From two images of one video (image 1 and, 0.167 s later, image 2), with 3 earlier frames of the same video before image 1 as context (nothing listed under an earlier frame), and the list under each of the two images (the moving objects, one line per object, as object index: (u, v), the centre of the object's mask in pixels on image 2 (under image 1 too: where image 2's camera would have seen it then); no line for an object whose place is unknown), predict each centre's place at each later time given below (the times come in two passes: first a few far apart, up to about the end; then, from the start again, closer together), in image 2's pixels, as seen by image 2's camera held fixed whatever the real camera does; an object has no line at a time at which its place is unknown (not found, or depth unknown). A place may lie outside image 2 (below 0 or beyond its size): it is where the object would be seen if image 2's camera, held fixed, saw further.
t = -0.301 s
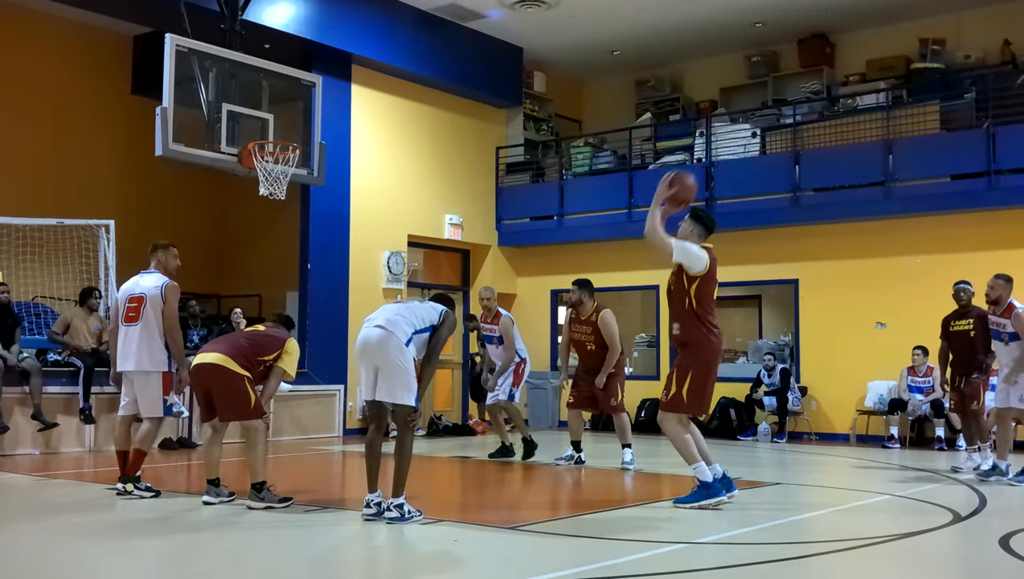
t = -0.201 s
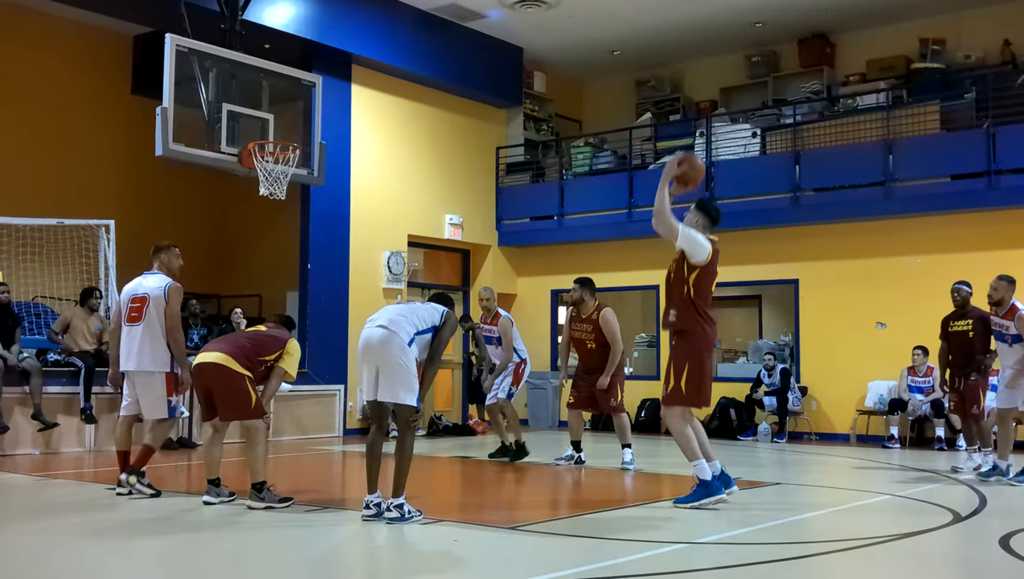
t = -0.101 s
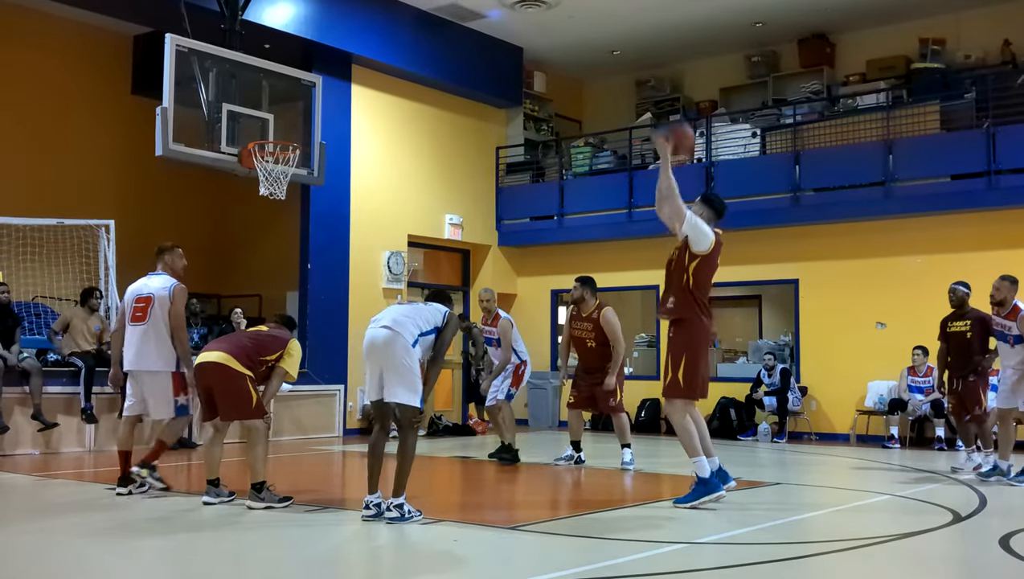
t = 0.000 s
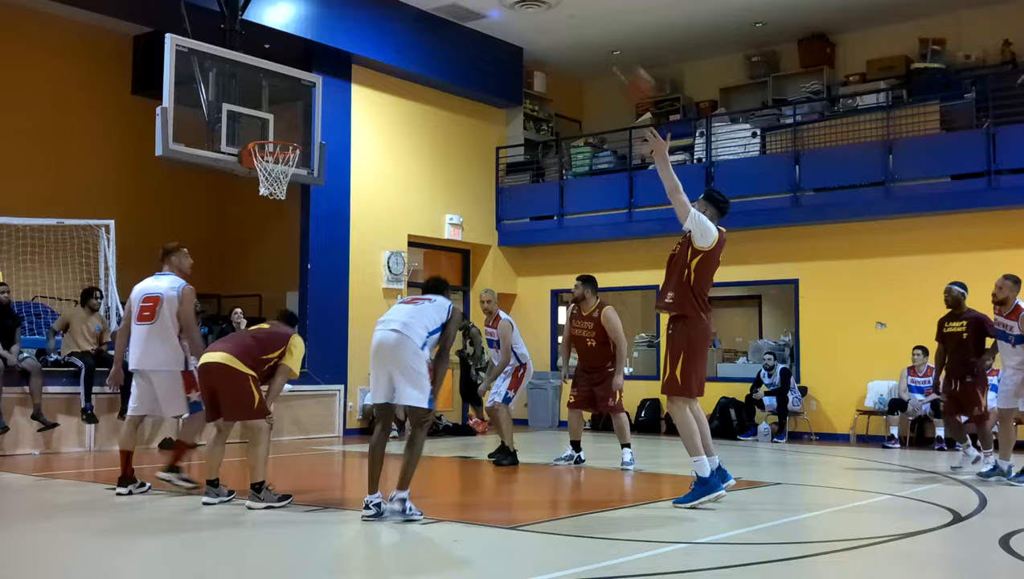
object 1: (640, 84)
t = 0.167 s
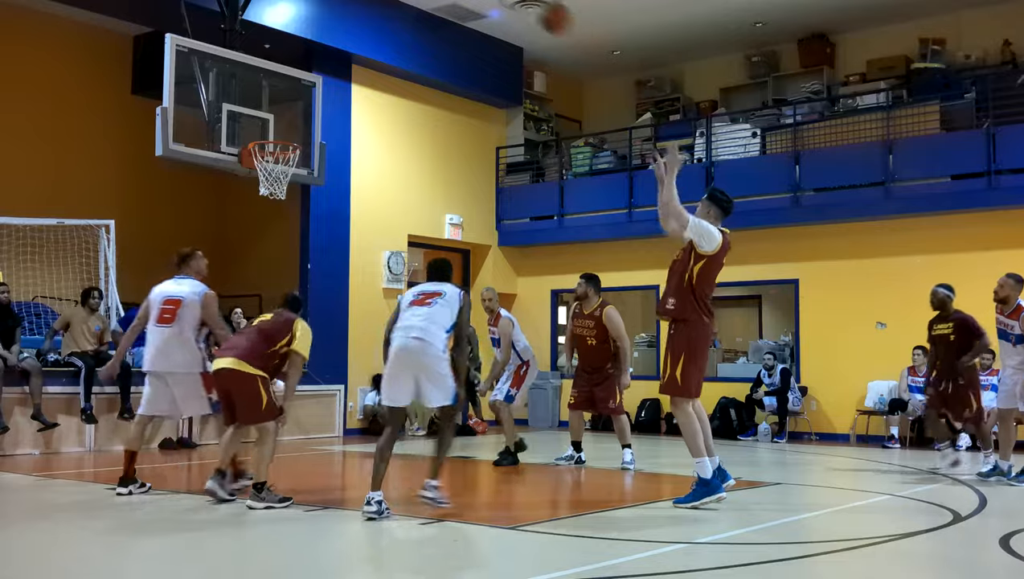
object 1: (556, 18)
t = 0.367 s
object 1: (471, 2)
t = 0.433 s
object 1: (446, 3)
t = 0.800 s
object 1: (317, 81)
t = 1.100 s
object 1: (256, 133)
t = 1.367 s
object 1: (292, 131)
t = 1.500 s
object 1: (297, 129)
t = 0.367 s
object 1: (471, 2)
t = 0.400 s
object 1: (457, 2)
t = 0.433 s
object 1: (446, 3)
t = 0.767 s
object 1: (329, 67)
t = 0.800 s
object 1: (317, 81)
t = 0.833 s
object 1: (305, 99)
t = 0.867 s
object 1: (296, 113)
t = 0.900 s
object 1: (287, 128)
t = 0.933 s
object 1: (281, 131)
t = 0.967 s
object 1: (275, 130)
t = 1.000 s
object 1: (269, 129)
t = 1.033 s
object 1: (263, 131)
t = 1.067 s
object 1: (258, 132)
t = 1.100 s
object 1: (256, 133)
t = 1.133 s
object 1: (258, 130)
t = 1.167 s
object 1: (262, 128)
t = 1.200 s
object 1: (267, 126)
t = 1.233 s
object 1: (271, 124)
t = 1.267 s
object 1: (277, 123)
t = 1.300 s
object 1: (282, 124)
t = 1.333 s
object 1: (287, 128)
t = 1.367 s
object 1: (292, 131)
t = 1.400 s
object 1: (294, 132)
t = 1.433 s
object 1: (295, 130)
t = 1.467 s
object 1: (296, 129)
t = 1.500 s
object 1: (297, 129)
